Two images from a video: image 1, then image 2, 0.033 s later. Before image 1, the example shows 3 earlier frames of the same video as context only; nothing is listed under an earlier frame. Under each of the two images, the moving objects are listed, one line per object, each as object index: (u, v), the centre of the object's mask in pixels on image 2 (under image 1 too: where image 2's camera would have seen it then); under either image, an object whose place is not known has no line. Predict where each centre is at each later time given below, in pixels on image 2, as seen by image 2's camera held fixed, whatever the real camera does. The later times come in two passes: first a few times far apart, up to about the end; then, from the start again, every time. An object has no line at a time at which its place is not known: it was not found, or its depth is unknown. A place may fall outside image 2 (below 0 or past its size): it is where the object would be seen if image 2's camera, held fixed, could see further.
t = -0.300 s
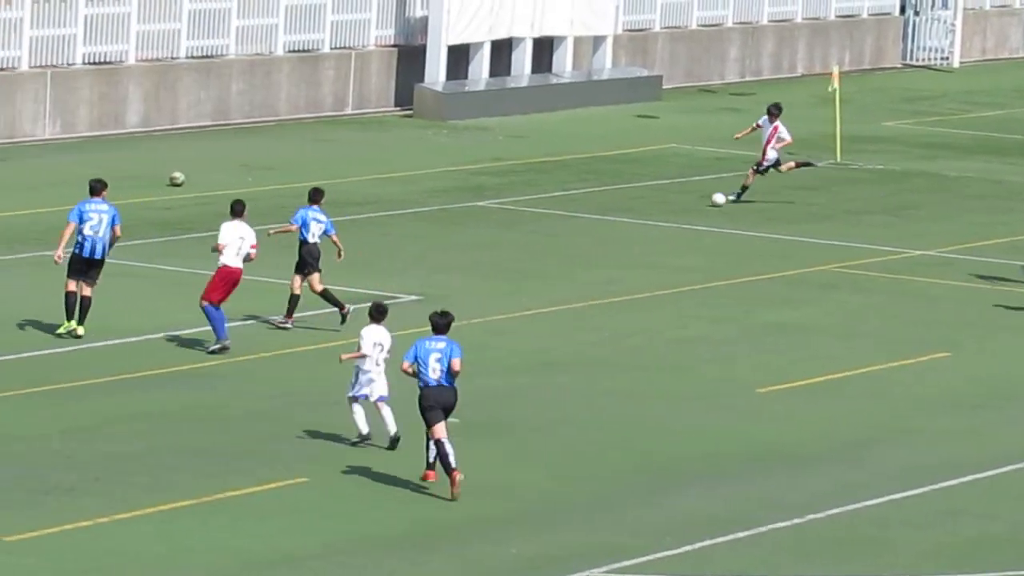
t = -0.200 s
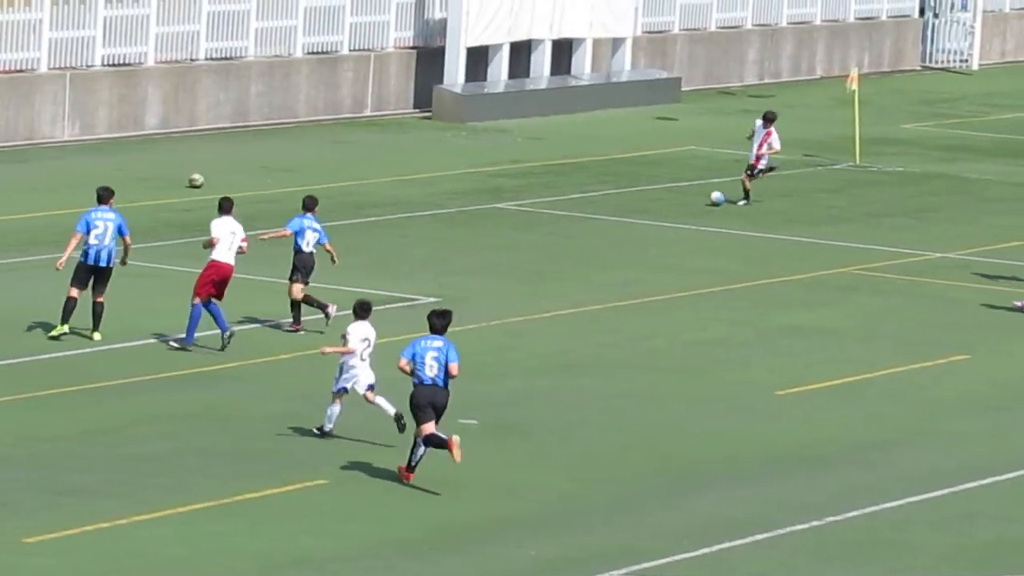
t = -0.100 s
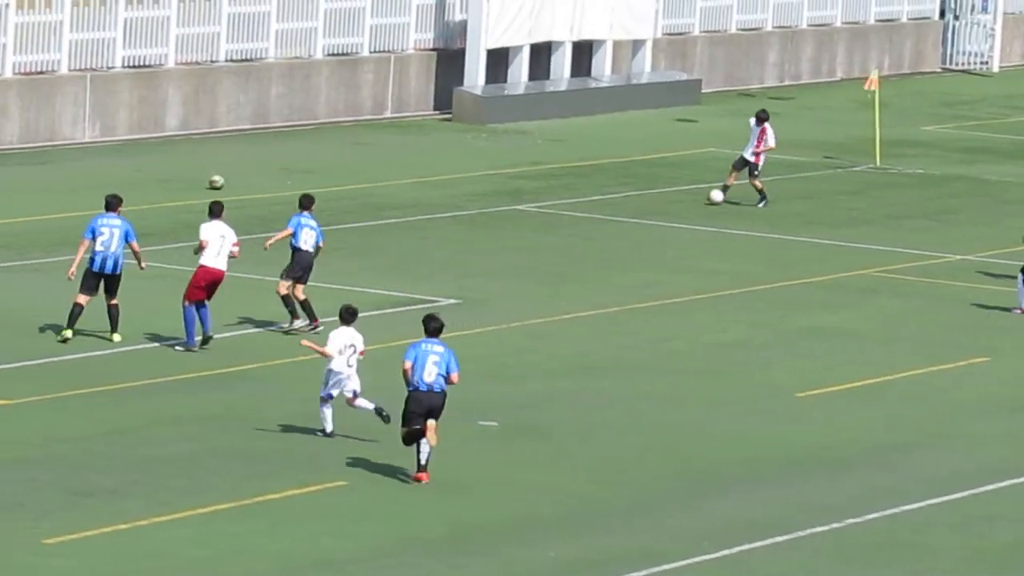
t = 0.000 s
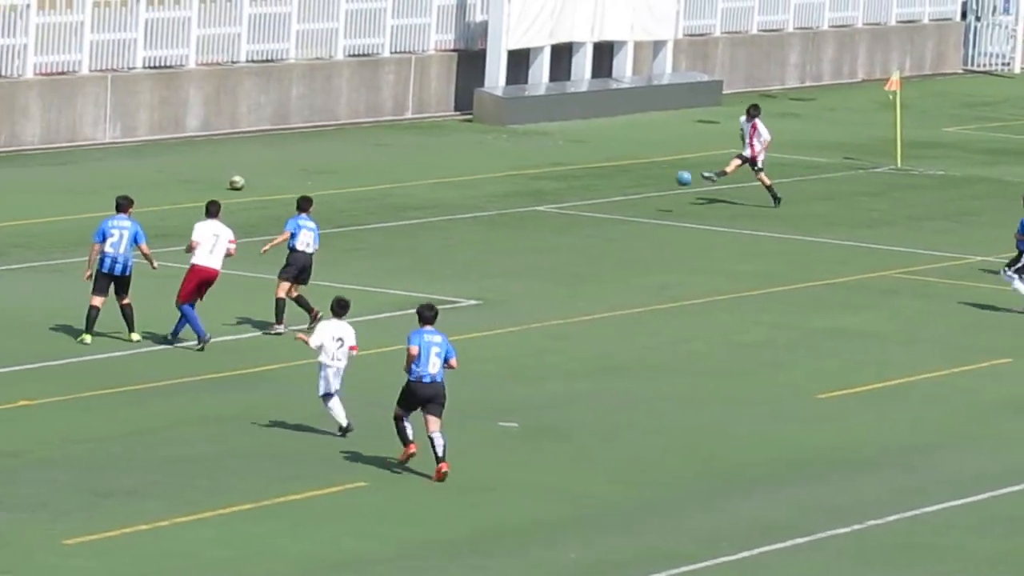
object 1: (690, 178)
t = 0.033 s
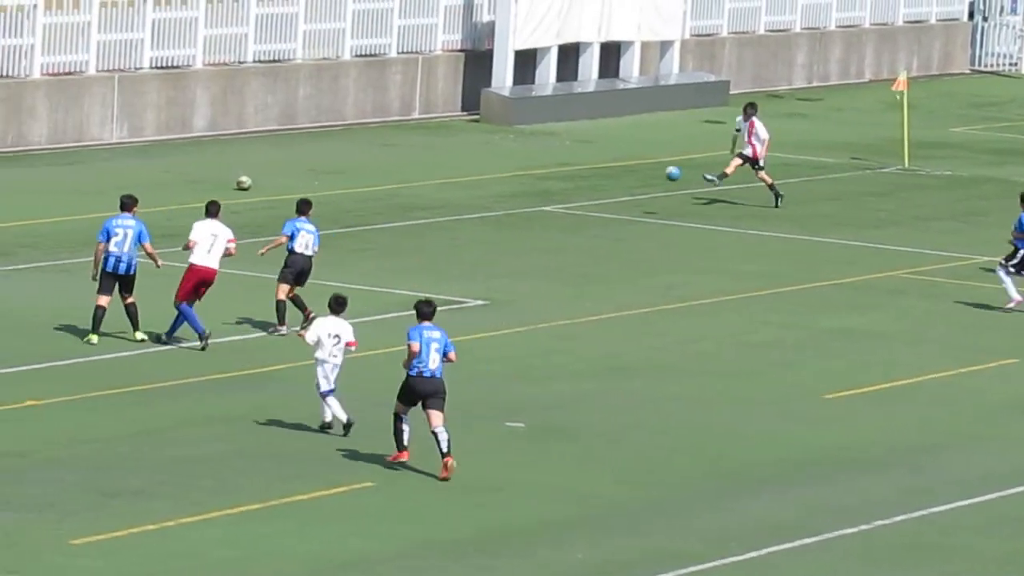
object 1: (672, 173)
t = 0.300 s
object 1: (529, 162)
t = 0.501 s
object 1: (419, 191)
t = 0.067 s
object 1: (655, 168)
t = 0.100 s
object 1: (637, 164)
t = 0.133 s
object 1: (619, 162)
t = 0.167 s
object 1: (602, 160)
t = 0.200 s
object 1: (584, 160)
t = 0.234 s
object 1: (566, 160)
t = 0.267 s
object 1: (547, 161)
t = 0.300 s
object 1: (529, 162)
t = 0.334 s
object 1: (511, 164)
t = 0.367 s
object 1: (493, 168)
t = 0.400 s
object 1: (475, 172)
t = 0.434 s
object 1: (457, 177)
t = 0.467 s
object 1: (438, 184)
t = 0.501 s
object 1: (419, 191)
